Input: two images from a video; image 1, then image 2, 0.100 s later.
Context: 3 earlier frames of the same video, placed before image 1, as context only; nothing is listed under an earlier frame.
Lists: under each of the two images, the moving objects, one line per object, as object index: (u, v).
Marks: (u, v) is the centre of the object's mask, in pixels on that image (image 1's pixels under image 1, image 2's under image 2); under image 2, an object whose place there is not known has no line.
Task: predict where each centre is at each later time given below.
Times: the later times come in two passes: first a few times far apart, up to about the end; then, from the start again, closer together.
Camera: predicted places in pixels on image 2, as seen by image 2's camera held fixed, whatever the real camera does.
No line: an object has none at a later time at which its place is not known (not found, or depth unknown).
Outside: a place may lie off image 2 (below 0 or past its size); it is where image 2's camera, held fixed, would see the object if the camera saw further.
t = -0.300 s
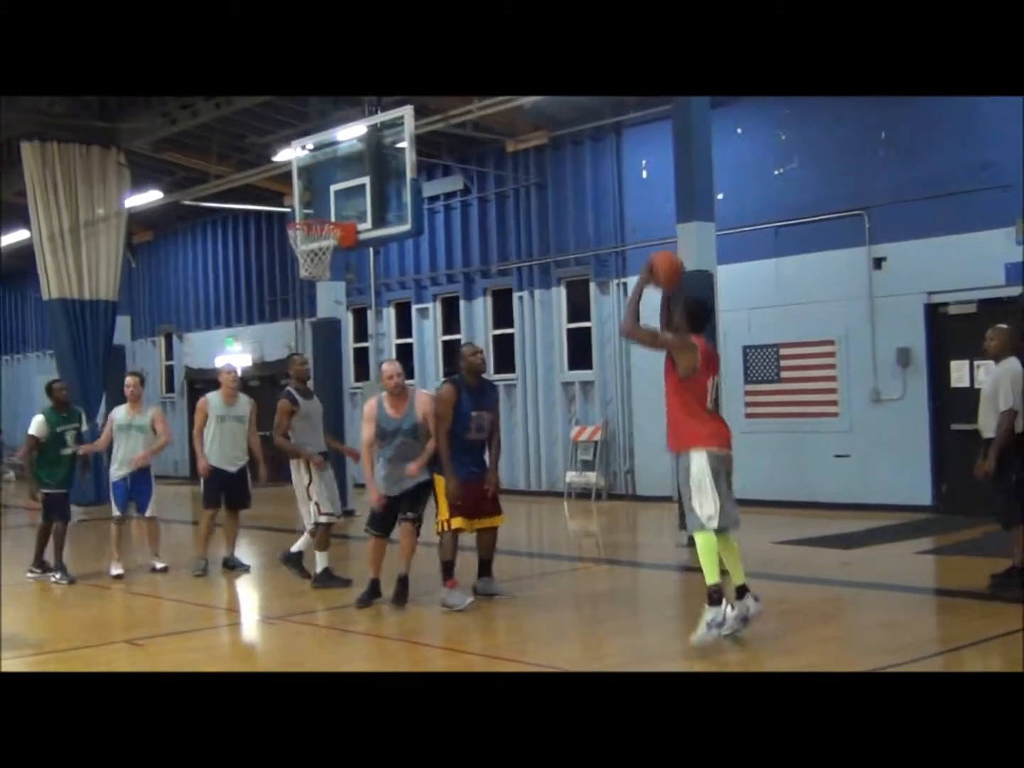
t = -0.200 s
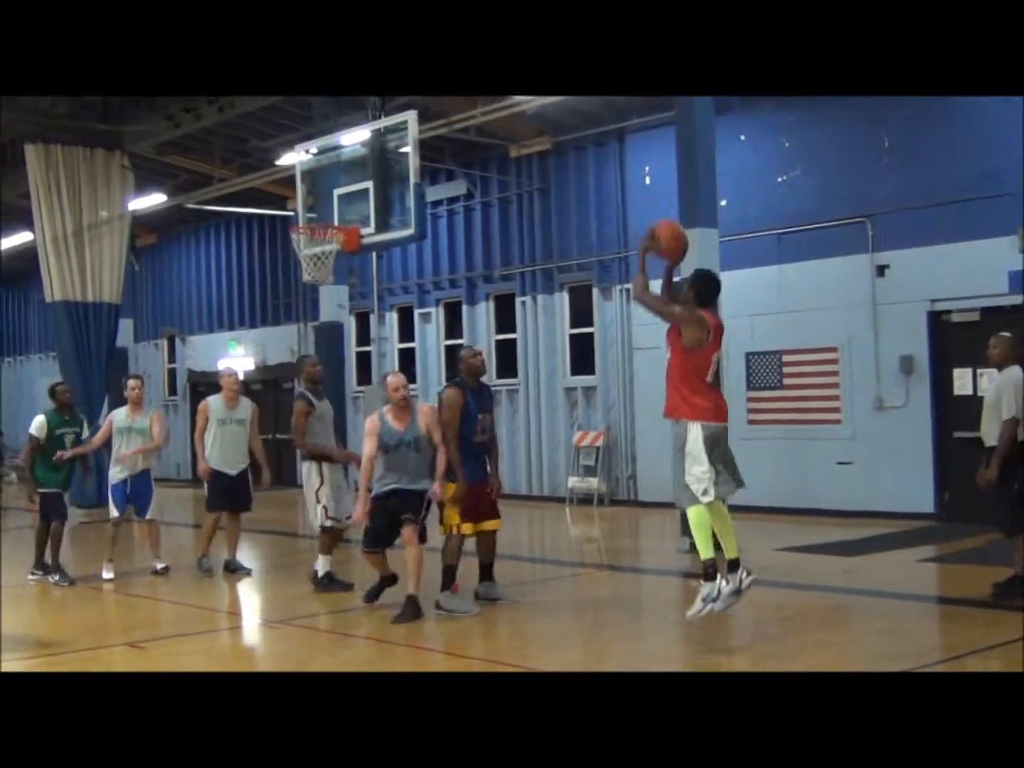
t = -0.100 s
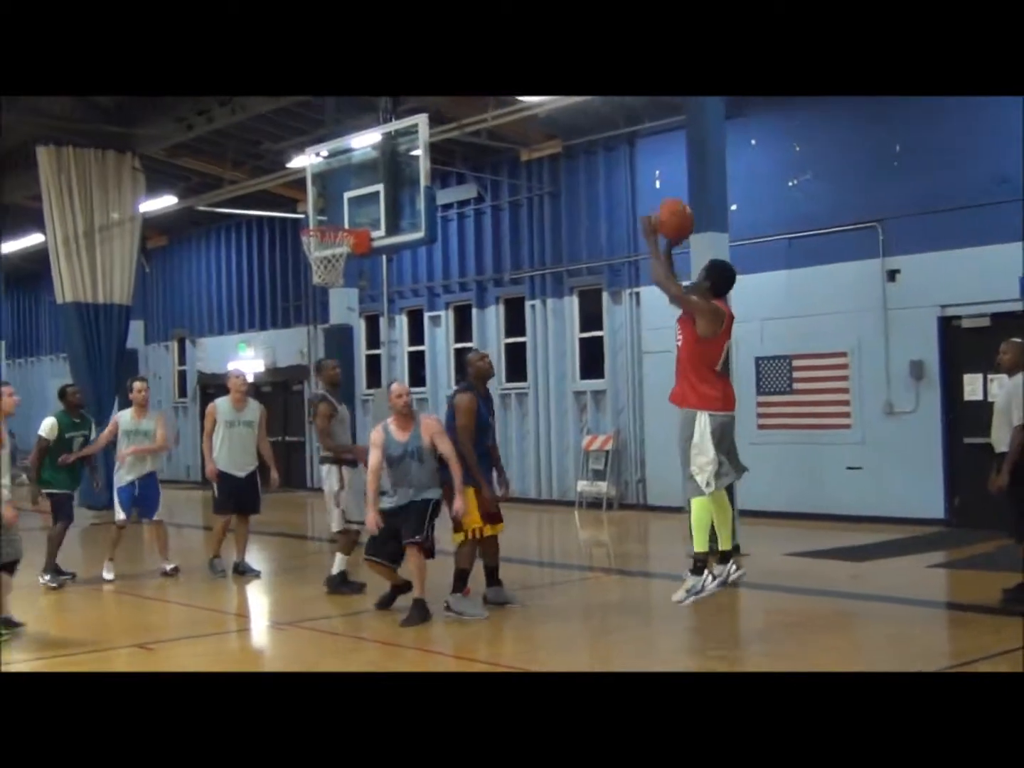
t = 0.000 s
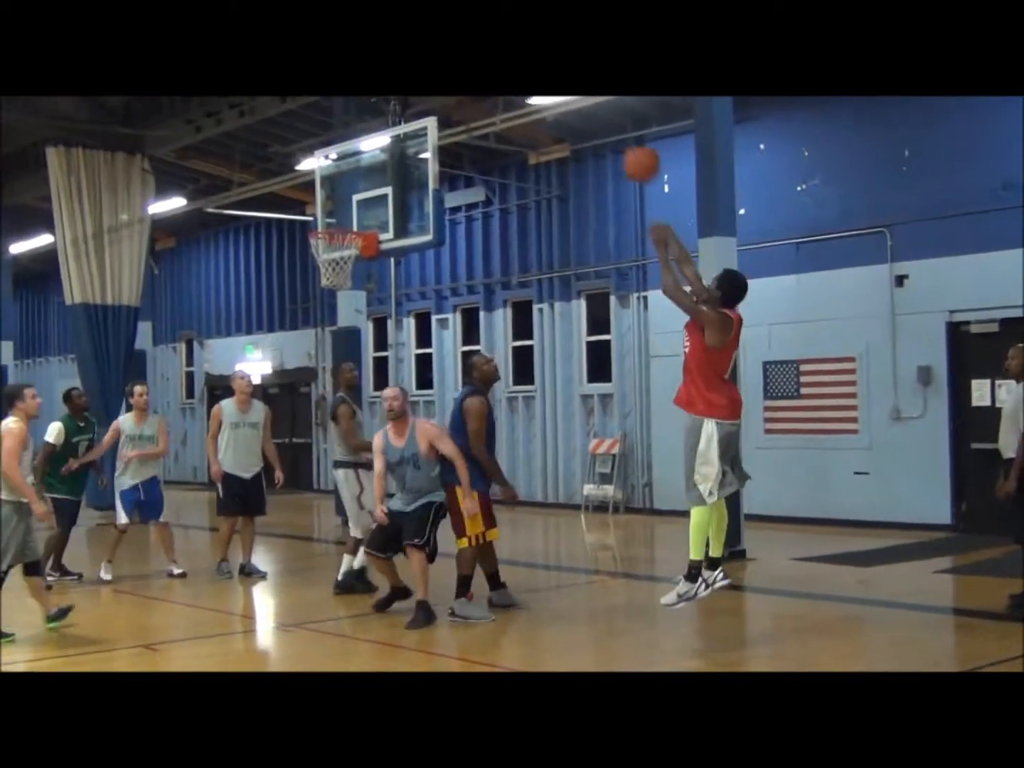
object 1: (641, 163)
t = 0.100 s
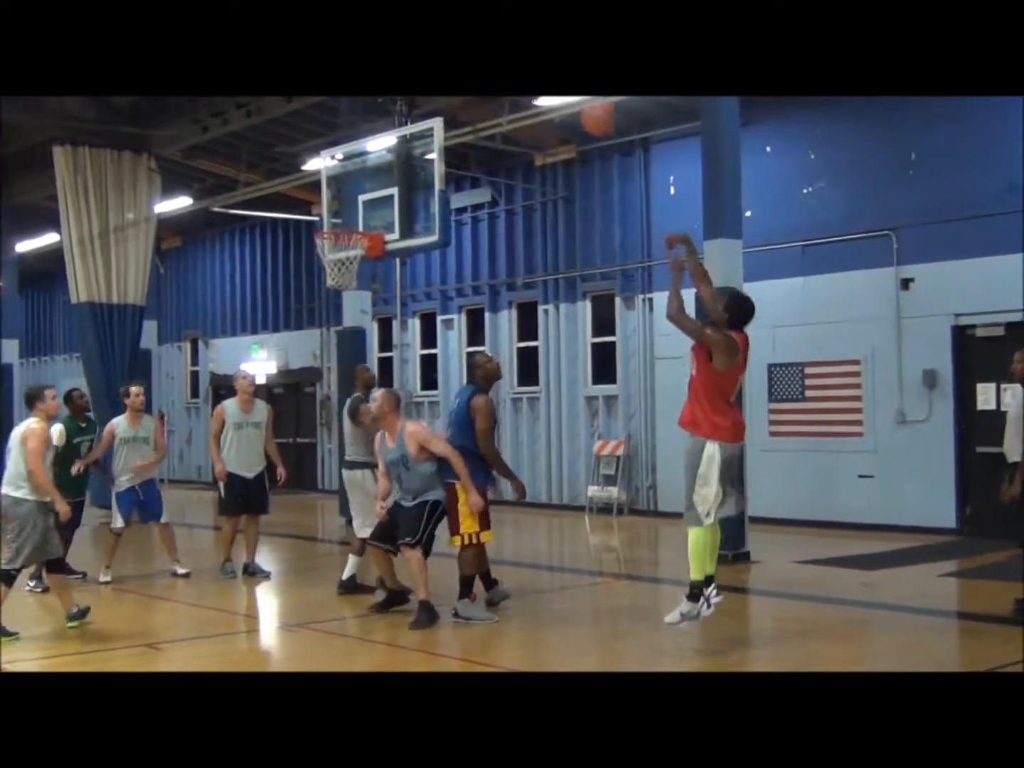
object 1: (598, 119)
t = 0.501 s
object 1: (445, 94)
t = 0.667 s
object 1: (398, 121)
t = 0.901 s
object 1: (338, 223)
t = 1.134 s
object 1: (332, 265)
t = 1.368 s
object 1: (354, 293)
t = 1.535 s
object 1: (364, 350)
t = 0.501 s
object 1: (445, 94)
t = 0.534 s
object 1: (437, 94)
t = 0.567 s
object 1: (429, 97)
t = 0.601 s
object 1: (417, 102)
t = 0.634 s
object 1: (408, 111)
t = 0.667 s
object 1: (398, 121)
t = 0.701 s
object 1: (389, 134)
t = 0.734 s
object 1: (380, 147)
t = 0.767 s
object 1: (371, 162)
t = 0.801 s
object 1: (361, 177)
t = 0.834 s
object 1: (354, 192)
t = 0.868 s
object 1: (346, 207)
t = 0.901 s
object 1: (338, 223)
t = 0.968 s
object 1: (323, 259)
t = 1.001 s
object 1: (326, 273)
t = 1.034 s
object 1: (328, 268)
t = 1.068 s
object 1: (330, 268)
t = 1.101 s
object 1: (330, 265)
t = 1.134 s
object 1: (332, 265)
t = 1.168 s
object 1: (335, 266)
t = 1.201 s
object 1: (336, 267)
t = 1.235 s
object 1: (339, 272)
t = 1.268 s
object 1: (341, 275)
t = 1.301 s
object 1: (347, 282)
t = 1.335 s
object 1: (350, 287)
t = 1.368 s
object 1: (354, 293)
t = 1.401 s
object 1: (356, 302)
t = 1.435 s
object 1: (359, 312)
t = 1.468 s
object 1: (360, 324)
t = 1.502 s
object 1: (363, 336)
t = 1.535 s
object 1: (364, 350)
